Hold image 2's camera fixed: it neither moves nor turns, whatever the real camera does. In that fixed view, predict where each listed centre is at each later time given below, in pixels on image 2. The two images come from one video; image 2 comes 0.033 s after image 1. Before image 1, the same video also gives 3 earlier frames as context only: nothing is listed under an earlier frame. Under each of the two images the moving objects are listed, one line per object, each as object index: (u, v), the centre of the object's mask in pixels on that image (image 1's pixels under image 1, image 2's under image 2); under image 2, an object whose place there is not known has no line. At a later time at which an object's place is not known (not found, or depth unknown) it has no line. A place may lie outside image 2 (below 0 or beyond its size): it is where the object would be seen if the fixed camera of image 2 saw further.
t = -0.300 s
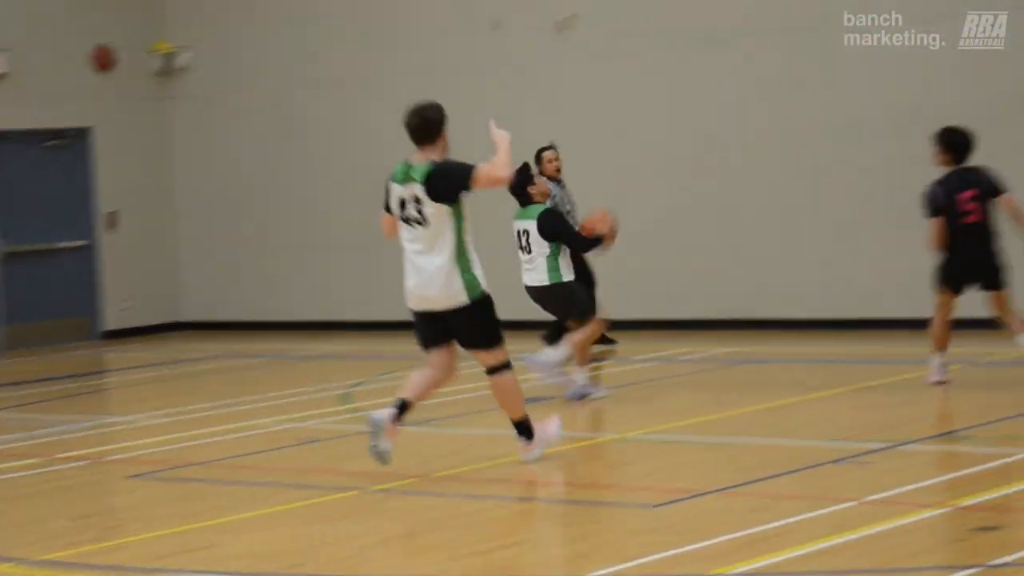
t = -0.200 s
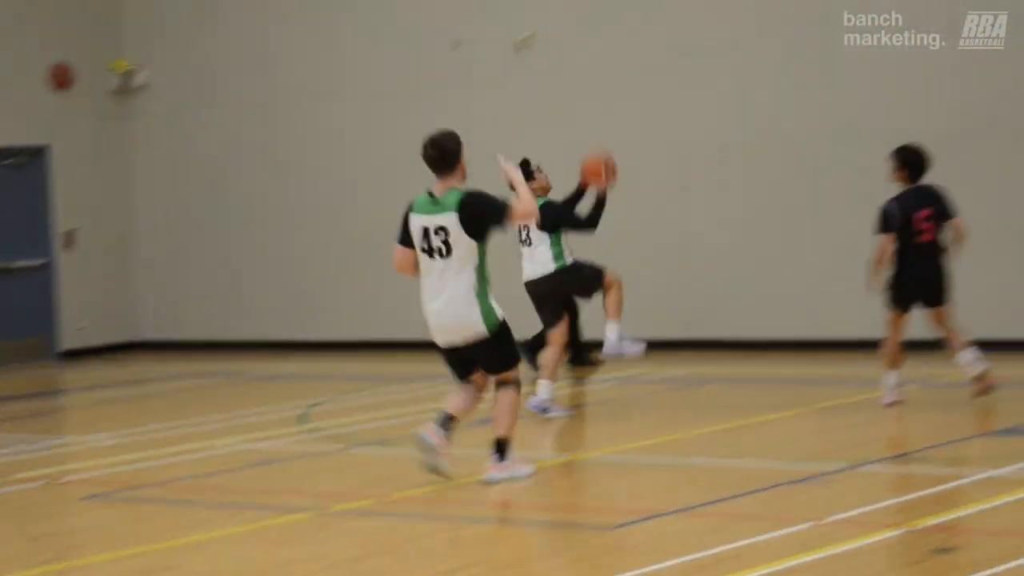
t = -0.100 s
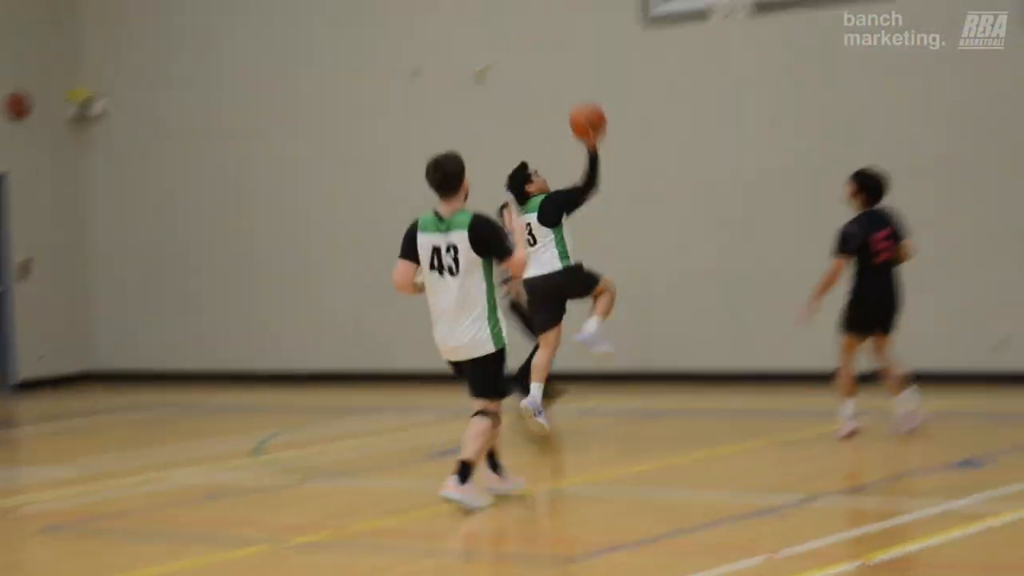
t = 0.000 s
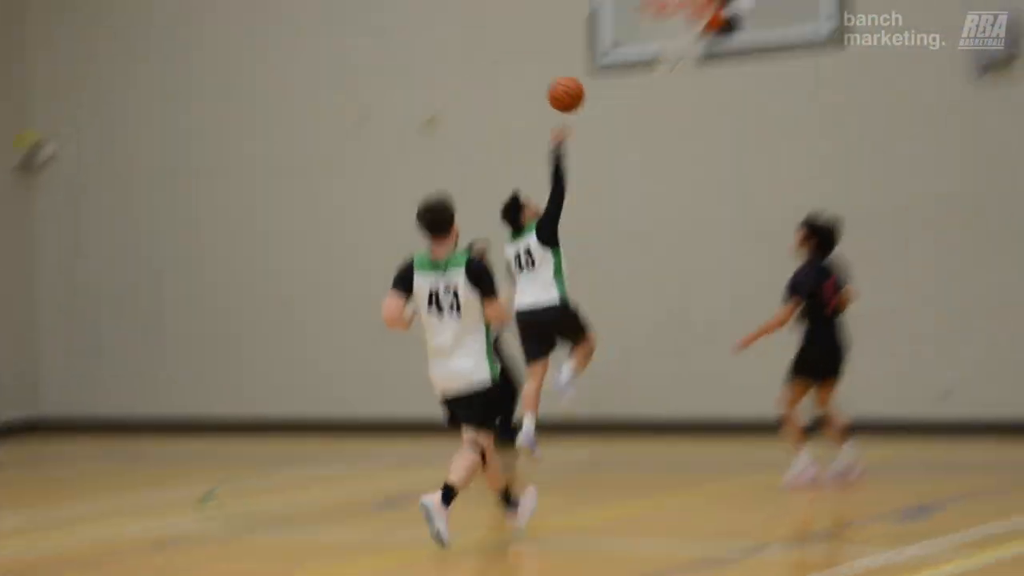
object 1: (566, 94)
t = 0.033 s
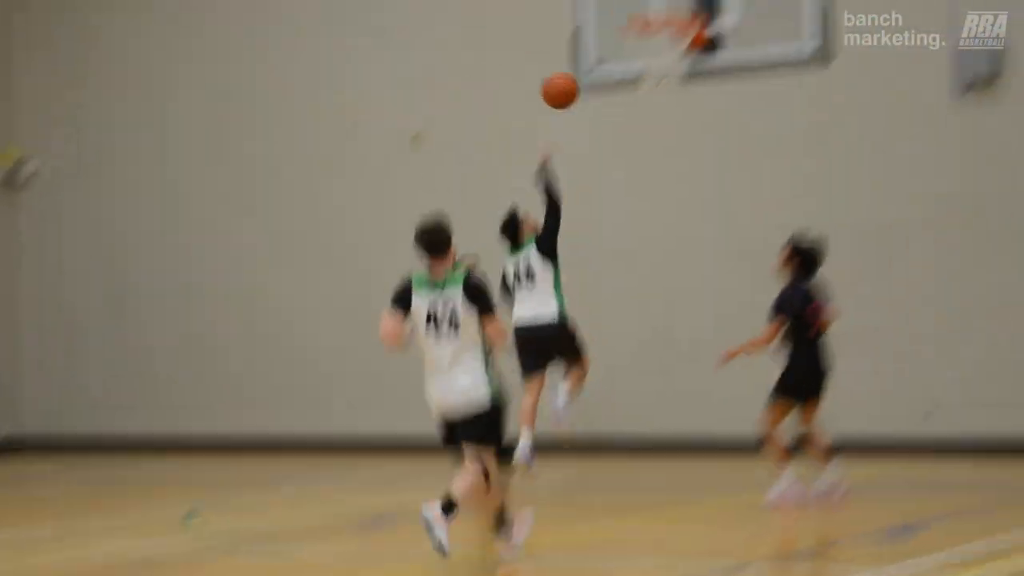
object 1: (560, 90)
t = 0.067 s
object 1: (569, 71)
